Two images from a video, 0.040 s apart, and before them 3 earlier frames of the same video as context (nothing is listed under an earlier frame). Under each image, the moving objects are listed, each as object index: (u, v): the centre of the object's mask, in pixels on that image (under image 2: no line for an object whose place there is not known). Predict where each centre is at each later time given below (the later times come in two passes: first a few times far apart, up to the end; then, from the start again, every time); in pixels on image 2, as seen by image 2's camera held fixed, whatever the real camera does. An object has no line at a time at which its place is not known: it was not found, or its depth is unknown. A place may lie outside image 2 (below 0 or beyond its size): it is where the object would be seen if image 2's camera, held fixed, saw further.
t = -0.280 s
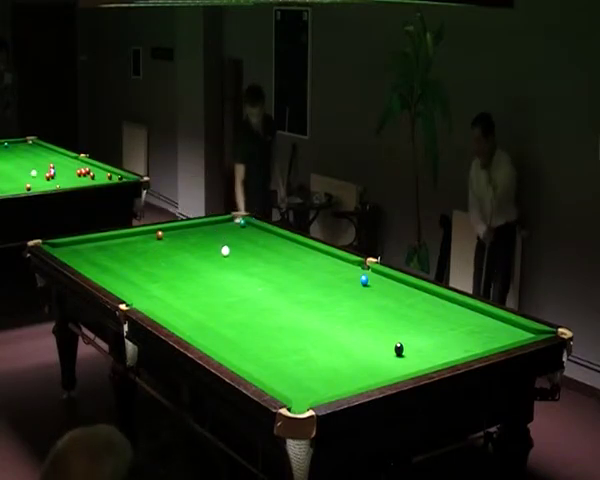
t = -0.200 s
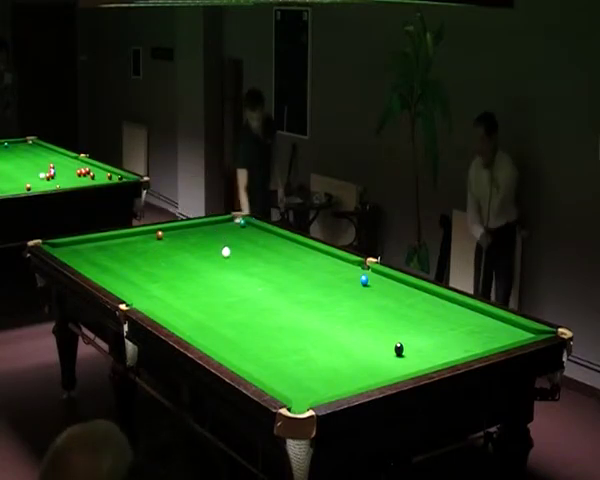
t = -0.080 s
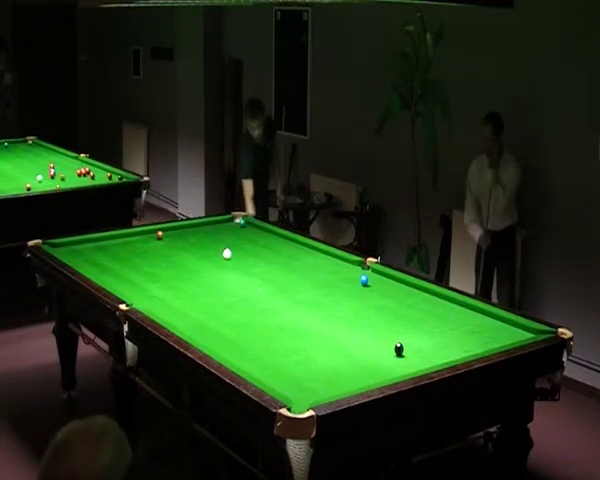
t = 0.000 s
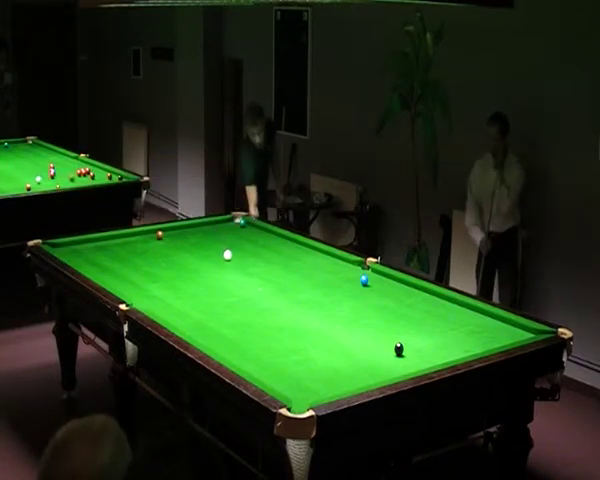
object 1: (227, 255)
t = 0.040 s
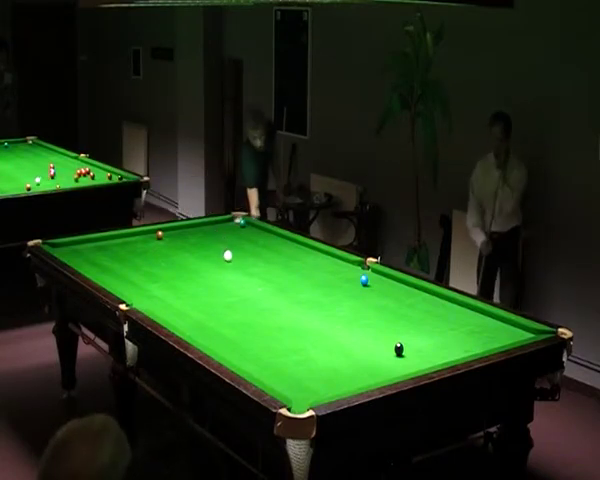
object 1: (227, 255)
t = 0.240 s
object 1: (229, 258)
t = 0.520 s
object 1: (231, 262)
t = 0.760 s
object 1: (233, 265)
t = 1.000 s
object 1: (234, 268)
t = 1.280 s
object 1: (236, 272)
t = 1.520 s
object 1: (237, 274)
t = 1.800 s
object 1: (239, 277)
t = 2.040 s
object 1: (241, 279)
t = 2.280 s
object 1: (242, 281)
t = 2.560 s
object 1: (244, 283)
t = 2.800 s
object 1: (245, 285)
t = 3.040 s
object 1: (246, 286)
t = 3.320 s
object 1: (247, 287)
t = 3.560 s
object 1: (248, 287)
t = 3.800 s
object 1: (249, 288)
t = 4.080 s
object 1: (249, 288)
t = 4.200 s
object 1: (249, 288)
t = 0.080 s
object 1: (228, 256)
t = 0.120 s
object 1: (228, 257)
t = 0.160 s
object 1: (228, 257)
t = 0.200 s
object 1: (229, 258)
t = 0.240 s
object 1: (229, 258)
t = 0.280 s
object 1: (229, 259)
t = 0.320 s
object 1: (229, 259)
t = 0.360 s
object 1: (230, 260)
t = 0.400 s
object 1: (230, 260)
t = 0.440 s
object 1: (230, 261)
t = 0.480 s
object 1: (231, 262)
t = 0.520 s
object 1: (231, 262)
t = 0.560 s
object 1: (231, 263)
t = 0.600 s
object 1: (232, 263)
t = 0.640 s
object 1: (232, 264)
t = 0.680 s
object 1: (232, 264)
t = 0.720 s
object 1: (232, 265)
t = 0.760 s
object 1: (233, 265)
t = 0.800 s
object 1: (233, 266)
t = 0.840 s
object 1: (233, 266)
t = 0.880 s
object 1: (233, 267)
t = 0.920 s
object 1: (234, 267)
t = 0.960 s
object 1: (234, 268)
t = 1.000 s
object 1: (234, 268)
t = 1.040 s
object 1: (234, 269)
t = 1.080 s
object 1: (234, 269)
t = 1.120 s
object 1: (235, 270)
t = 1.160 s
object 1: (235, 270)
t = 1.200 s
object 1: (235, 270)
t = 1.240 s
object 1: (236, 271)
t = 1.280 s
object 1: (236, 272)
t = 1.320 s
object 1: (236, 272)
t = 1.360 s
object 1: (236, 273)
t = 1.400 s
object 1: (237, 273)
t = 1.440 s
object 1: (237, 273)
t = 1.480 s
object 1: (237, 274)
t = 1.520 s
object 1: (237, 274)
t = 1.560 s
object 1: (238, 275)
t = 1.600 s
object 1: (238, 275)
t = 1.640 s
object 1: (238, 275)
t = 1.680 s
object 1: (238, 276)
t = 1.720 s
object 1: (239, 276)
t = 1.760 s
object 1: (239, 277)
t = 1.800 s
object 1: (239, 277)
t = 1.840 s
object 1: (239, 277)
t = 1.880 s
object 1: (239, 278)
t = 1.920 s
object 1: (240, 278)
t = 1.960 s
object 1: (240, 279)
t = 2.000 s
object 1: (240, 279)
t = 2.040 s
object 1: (241, 279)
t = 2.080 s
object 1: (241, 280)
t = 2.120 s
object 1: (241, 280)
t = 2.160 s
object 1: (242, 281)
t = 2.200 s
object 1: (242, 280)
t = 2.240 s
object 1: (242, 281)
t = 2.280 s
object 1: (242, 281)
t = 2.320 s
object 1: (243, 281)
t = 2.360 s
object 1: (243, 281)
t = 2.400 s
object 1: (243, 282)
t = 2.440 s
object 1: (243, 282)
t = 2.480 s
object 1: (244, 282)
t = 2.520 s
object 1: (244, 283)
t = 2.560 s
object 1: (244, 283)
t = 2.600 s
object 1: (244, 283)
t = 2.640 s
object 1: (244, 284)
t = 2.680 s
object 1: (245, 284)
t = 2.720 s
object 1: (245, 284)
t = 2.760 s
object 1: (245, 285)
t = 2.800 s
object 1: (245, 285)
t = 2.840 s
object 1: (245, 285)
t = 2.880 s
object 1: (245, 285)
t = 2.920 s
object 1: (246, 285)
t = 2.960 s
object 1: (246, 285)
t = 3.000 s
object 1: (246, 285)
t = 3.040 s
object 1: (246, 286)
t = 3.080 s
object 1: (246, 286)
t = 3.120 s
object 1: (246, 286)
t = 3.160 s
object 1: (247, 286)
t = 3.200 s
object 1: (247, 286)
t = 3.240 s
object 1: (247, 286)
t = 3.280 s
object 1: (247, 287)
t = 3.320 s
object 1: (247, 287)
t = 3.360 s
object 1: (248, 287)
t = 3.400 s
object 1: (248, 287)
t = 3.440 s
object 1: (248, 287)
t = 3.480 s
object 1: (248, 287)
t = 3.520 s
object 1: (248, 287)
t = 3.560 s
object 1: (248, 287)
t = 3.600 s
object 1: (248, 287)
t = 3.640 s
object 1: (248, 287)
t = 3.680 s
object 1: (248, 288)
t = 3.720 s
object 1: (248, 288)
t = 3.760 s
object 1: (248, 288)
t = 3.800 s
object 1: (249, 288)
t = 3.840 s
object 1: (249, 288)
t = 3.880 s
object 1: (249, 288)
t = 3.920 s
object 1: (249, 288)
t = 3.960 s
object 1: (249, 288)
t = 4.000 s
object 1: (249, 288)
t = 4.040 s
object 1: (249, 288)
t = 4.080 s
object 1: (249, 288)
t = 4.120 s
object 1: (249, 288)
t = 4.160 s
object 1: (249, 288)
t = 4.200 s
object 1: (249, 288)
